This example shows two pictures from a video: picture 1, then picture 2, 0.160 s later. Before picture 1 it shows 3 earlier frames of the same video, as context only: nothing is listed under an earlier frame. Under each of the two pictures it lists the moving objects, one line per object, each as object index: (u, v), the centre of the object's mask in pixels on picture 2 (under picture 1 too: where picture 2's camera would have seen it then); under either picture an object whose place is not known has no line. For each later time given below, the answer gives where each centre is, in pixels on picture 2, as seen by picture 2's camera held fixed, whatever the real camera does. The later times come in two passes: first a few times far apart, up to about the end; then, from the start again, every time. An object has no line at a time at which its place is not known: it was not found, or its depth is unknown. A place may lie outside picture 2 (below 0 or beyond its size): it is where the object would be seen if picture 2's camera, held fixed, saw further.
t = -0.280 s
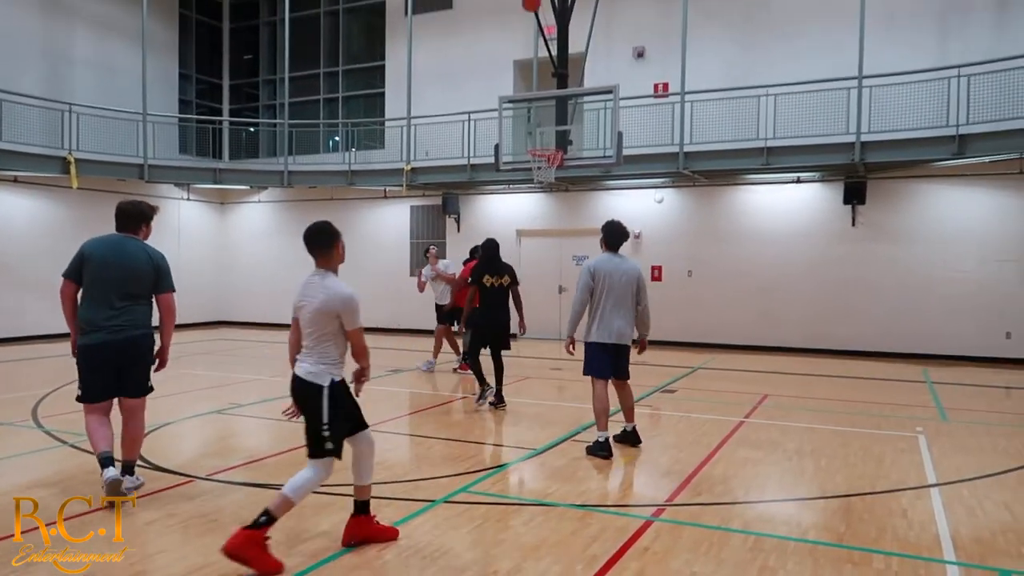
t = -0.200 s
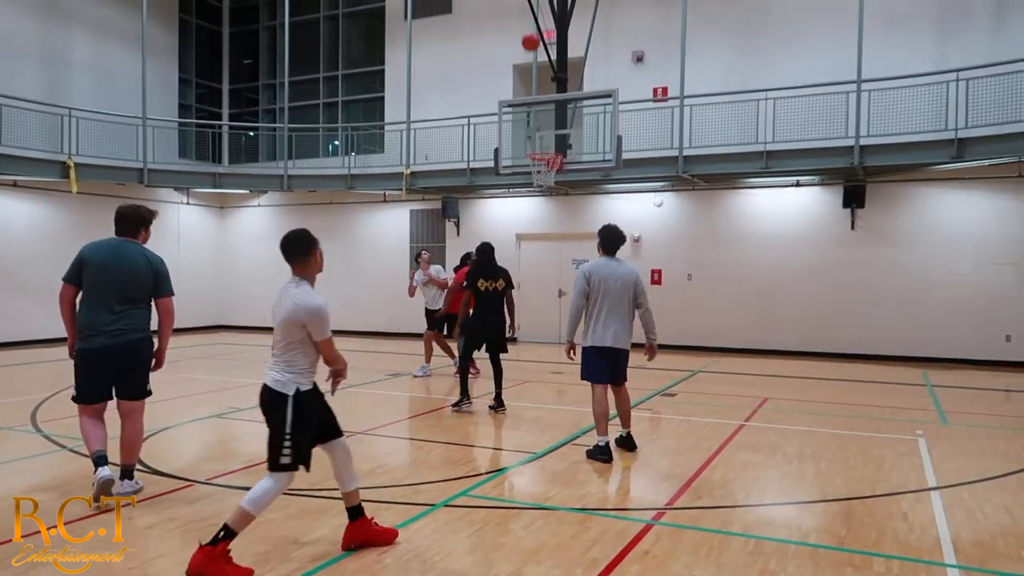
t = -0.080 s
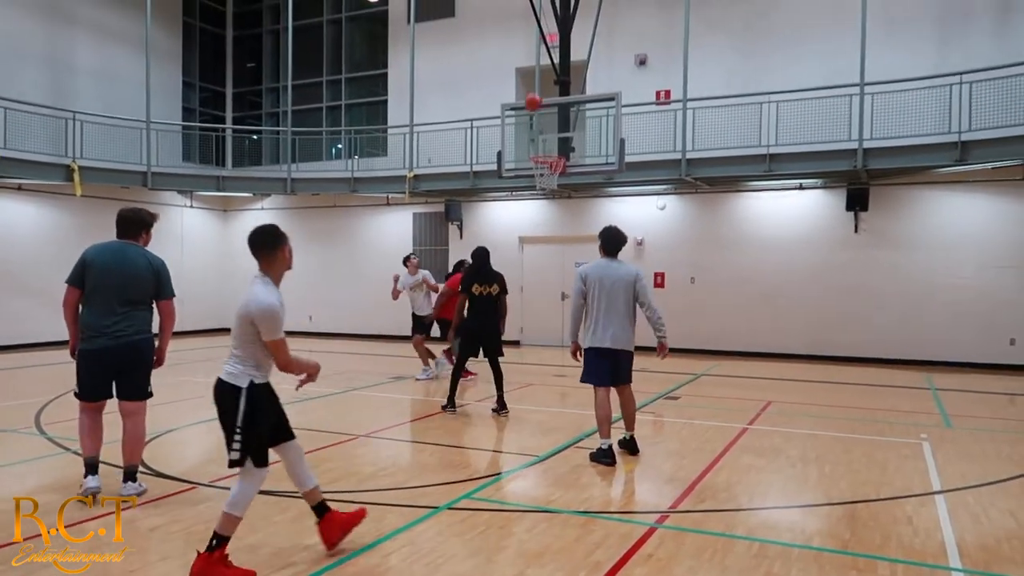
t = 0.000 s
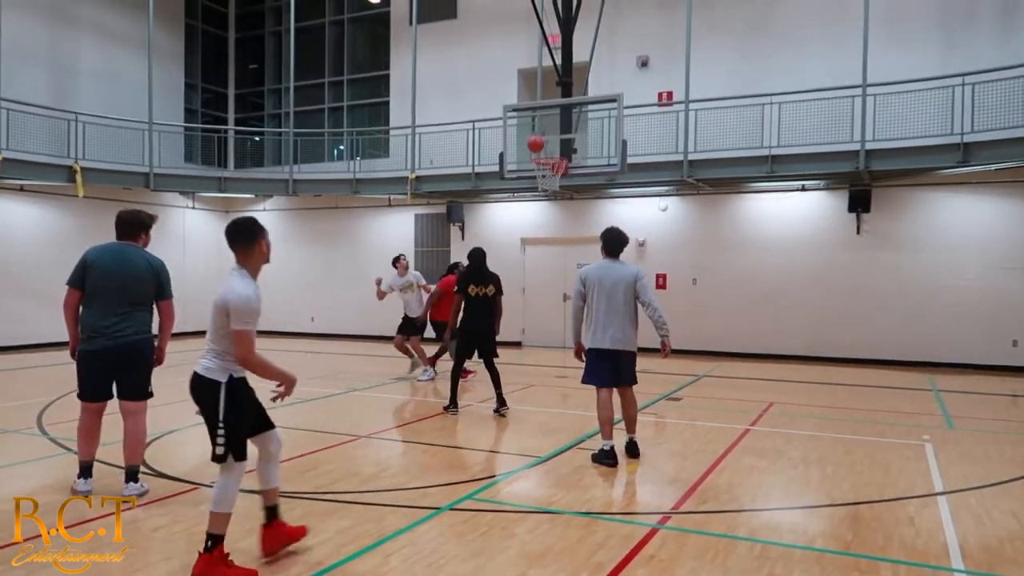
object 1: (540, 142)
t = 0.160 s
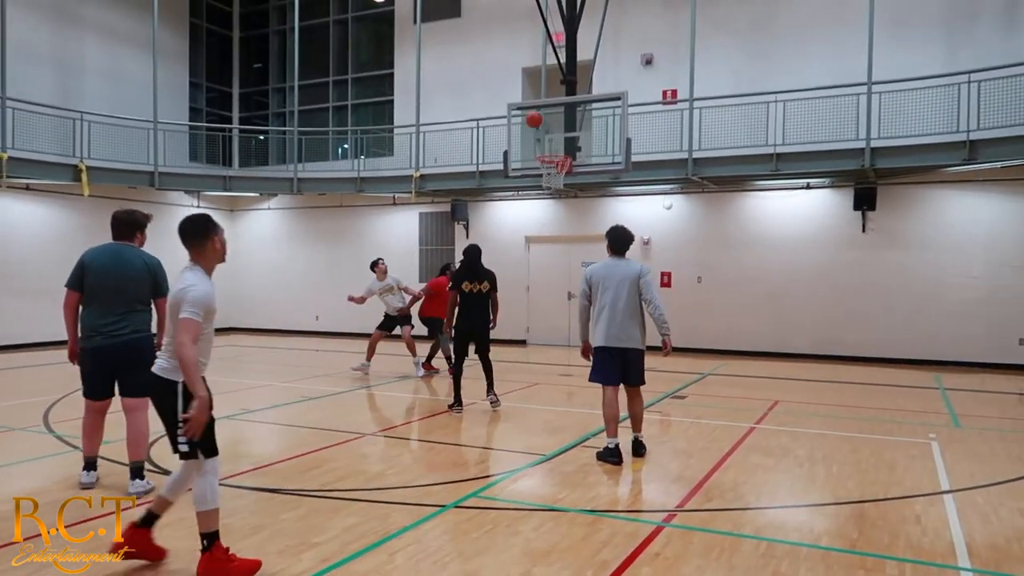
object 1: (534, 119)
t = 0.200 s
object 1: (530, 111)
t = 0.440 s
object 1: (505, 88)
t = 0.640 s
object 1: (483, 98)
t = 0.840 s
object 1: (460, 138)
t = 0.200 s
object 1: (530, 111)
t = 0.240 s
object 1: (525, 105)
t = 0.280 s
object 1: (521, 100)
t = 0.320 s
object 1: (518, 95)
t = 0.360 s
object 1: (513, 91)
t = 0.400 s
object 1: (509, 89)
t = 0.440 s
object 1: (505, 88)
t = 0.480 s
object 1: (500, 88)
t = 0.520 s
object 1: (496, 89)
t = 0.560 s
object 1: (492, 91)
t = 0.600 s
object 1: (487, 94)
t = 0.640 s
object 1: (483, 98)
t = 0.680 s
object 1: (478, 104)
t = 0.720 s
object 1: (474, 111)
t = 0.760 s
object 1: (469, 118)
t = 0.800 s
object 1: (464, 128)
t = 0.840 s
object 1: (460, 138)
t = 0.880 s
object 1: (455, 150)
